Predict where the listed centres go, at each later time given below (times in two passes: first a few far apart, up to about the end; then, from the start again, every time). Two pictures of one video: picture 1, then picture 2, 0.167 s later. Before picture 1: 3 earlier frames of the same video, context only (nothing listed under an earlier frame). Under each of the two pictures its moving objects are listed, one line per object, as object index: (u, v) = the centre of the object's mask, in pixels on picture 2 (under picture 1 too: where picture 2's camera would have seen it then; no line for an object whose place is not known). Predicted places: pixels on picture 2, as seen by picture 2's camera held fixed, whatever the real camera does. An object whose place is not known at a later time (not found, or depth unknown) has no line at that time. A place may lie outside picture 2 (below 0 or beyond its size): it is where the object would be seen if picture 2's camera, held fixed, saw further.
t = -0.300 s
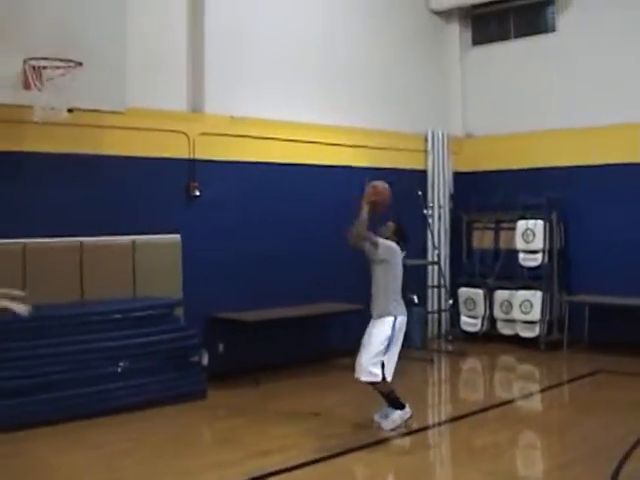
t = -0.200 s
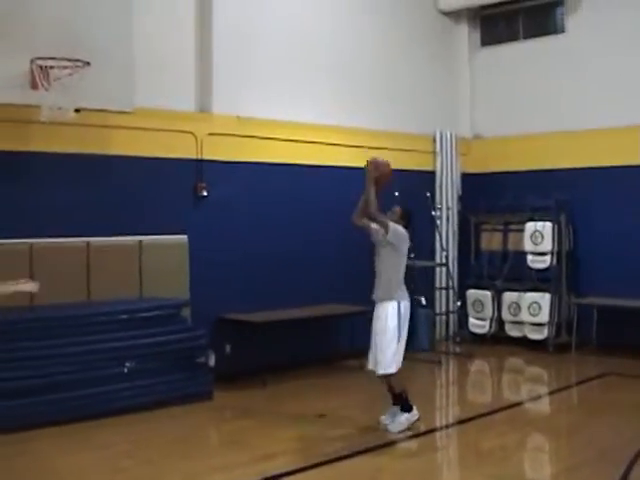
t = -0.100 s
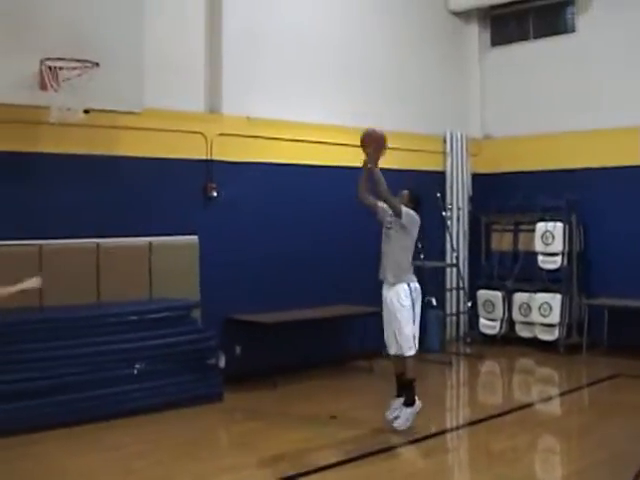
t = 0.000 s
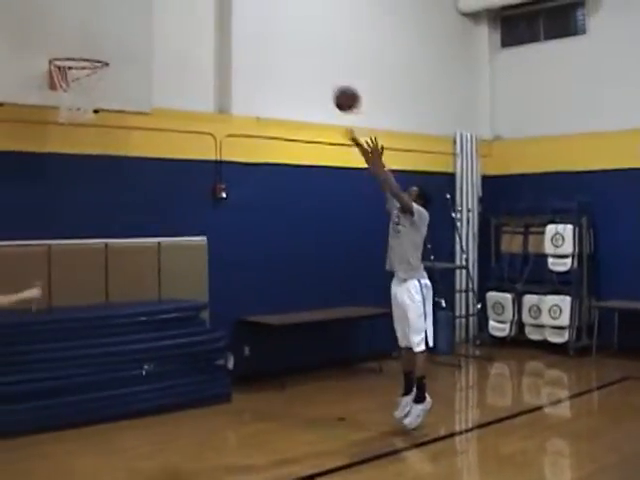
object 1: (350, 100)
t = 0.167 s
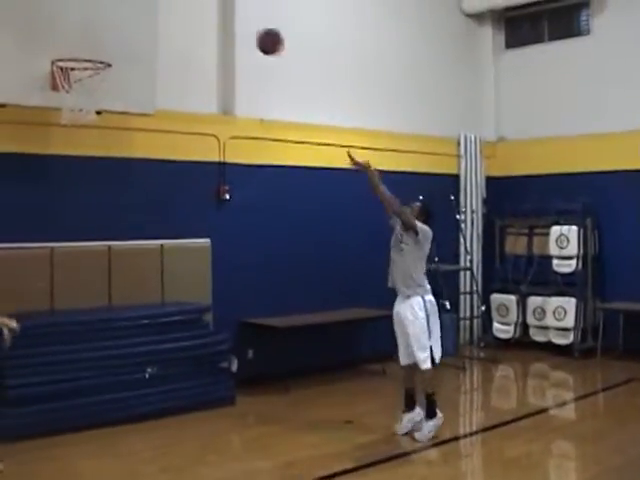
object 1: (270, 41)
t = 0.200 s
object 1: (253, 33)
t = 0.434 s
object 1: (141, 15)
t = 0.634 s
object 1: (97, 34)
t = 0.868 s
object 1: (76, 42)
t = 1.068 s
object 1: (75, 52)
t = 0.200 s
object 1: (253, 33)
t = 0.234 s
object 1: (237, 27)
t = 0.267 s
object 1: (221, 21)
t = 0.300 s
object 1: (204, 18)
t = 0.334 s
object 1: (189, 15)
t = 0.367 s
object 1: (173, 14)
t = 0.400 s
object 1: (157, 14)
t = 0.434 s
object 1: (141, 15)
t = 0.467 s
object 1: (124, 17)
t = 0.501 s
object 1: (110, 20)
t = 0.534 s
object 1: (106, 22)
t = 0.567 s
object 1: (103, 24)
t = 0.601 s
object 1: (101, 28)
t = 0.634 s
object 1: (97, 34)
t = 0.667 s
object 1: (93, 41)
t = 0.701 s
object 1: (89, 49)
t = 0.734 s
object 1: (86, 47)
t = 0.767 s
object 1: (84, 44)
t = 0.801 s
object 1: (81, 42)
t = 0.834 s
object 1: (79, 41)
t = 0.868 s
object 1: (76, 42)
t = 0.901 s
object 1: (74, 44)
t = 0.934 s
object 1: (71, 47)
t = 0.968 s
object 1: (68, 51)
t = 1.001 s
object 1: (68, 54)
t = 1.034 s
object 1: (71, 52)
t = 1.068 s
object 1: (75, 52)
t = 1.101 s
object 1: (79, 54)
